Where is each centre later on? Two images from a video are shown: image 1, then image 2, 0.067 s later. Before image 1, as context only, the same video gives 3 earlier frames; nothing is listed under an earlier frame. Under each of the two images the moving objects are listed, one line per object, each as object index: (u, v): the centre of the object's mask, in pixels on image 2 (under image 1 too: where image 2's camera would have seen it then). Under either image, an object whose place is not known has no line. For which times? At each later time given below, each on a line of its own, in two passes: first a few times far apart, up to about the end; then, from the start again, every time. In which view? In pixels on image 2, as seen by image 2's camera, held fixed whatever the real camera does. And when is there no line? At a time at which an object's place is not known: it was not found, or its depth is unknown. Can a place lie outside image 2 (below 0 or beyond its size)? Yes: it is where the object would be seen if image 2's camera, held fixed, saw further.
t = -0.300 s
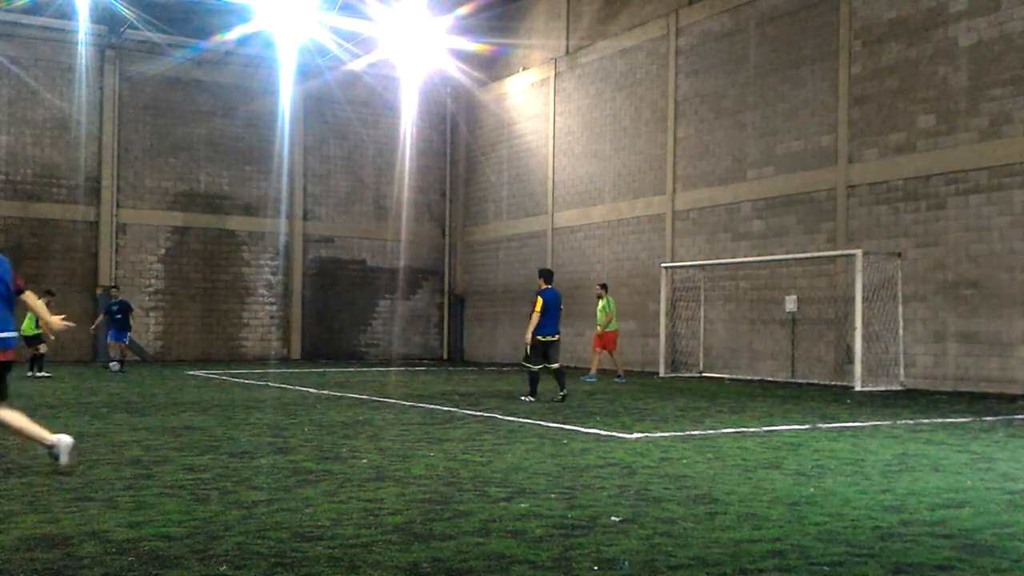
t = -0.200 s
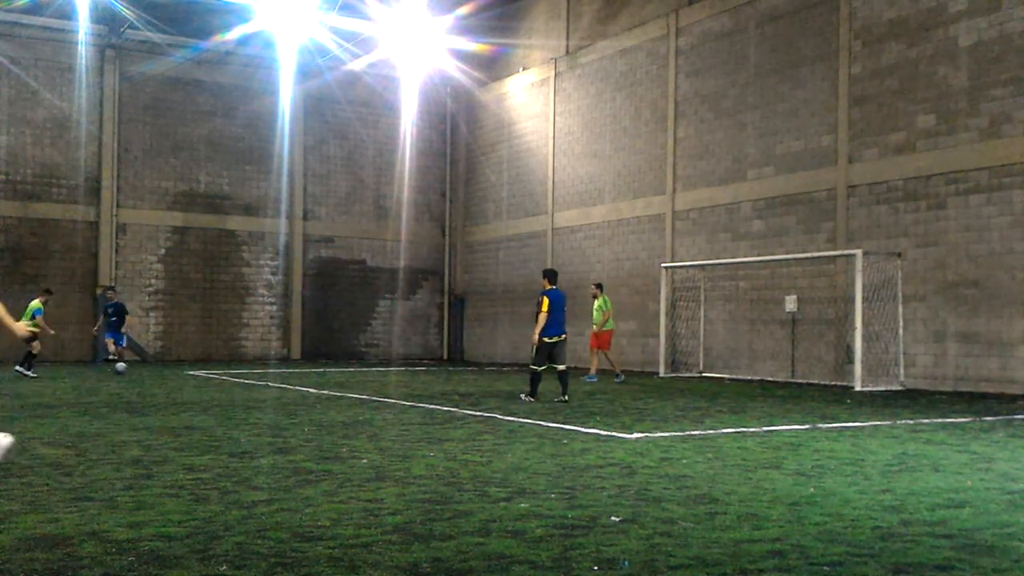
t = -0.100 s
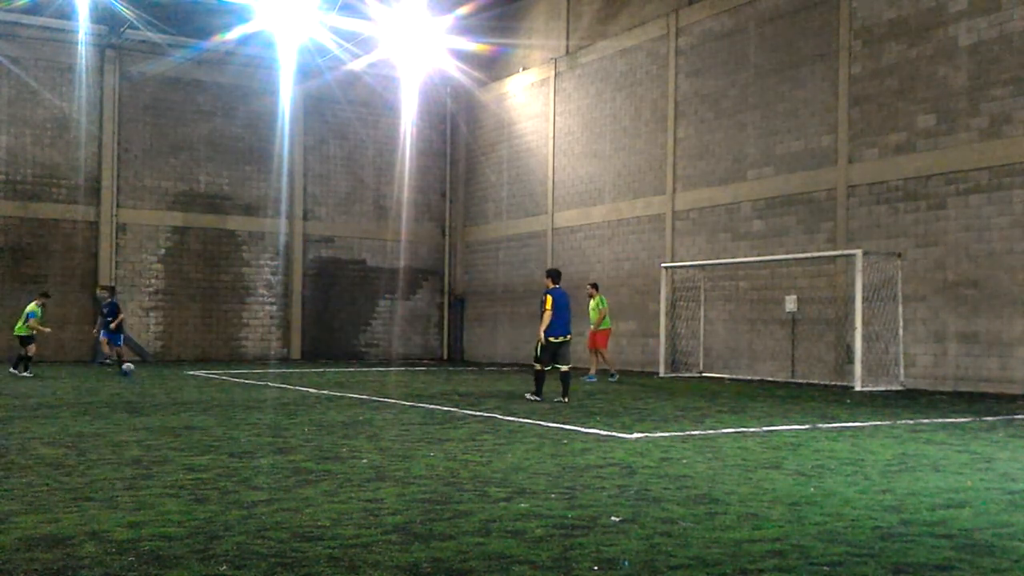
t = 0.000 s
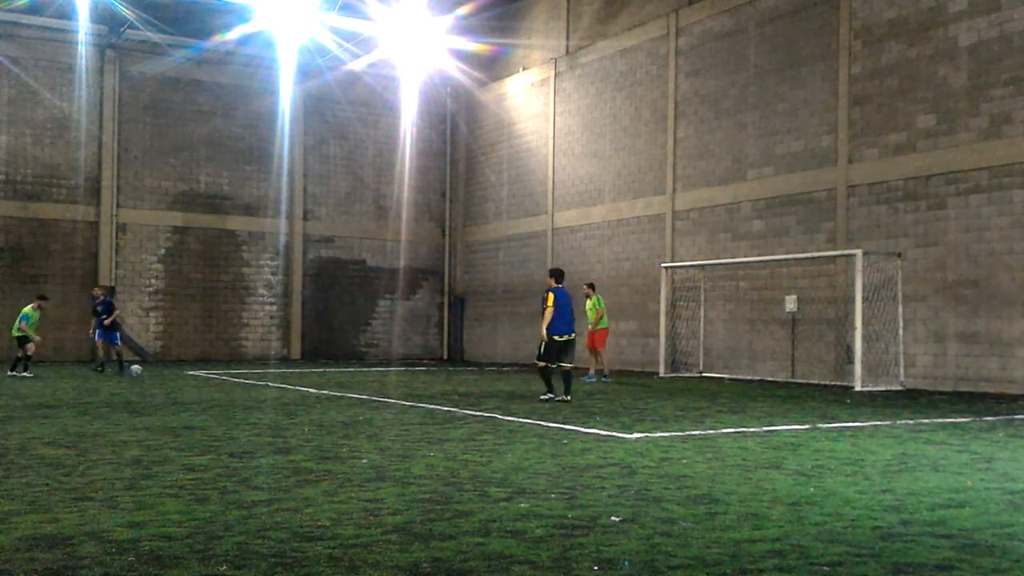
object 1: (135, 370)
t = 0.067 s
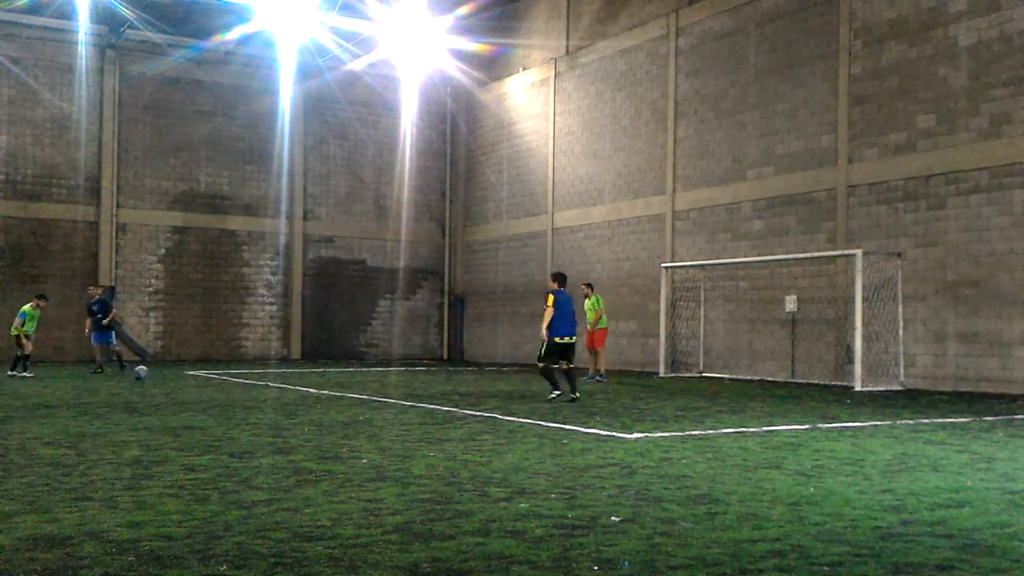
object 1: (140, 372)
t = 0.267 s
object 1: (156, 376)
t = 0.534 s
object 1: (181, 382)
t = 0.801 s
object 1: (206, 388)
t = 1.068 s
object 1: (239, 393)
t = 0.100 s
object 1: (142, 372)
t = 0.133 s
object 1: (144, 372)
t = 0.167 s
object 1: (149, 372)
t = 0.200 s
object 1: (152, 376)
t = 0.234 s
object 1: (154, 376)
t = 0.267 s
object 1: (156, 376)
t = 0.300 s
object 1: (159, 377)
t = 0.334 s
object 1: (162, 378)
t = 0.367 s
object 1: (164, 379)
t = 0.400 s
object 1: (168, 378)
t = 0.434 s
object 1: (171, 379)
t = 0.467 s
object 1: (174, 379)
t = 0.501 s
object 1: (177, 382)
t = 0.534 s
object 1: (181, 382)
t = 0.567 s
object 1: (183, 382)
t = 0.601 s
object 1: (186, 384)
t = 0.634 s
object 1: (189, 385)
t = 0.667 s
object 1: (191, 385)
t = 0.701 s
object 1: (195, 386)
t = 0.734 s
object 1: (201, 386)
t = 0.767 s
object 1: (204, 388)
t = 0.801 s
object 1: (206, 388)
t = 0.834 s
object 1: (211, 387)
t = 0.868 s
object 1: (214, 389)
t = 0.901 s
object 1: (219, 390)
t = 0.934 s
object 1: (223, 389)
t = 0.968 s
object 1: (227, 390)
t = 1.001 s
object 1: (231, 390)
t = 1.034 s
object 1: (235, 392)
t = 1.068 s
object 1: (239, 393)
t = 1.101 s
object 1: (244, 393)
